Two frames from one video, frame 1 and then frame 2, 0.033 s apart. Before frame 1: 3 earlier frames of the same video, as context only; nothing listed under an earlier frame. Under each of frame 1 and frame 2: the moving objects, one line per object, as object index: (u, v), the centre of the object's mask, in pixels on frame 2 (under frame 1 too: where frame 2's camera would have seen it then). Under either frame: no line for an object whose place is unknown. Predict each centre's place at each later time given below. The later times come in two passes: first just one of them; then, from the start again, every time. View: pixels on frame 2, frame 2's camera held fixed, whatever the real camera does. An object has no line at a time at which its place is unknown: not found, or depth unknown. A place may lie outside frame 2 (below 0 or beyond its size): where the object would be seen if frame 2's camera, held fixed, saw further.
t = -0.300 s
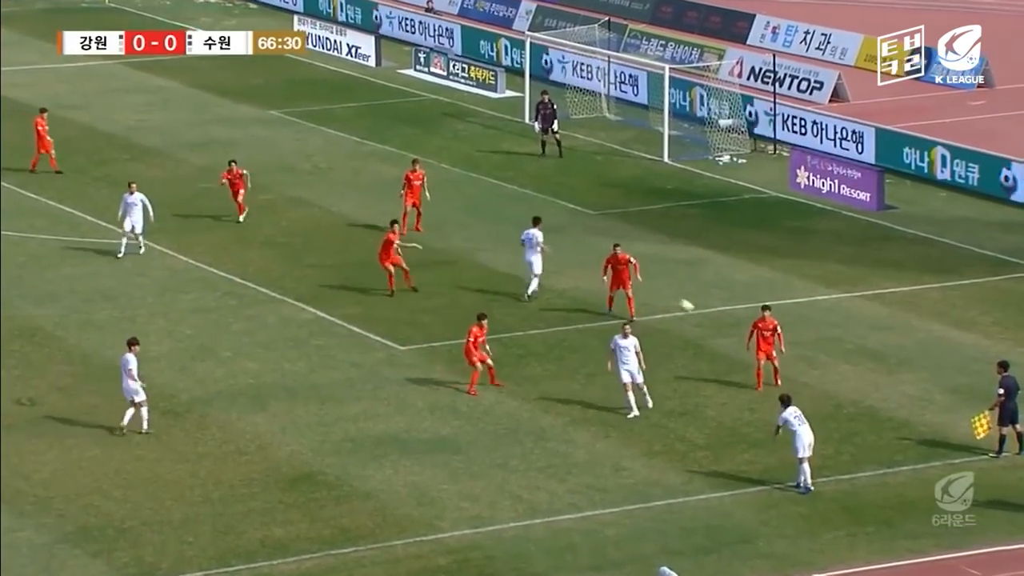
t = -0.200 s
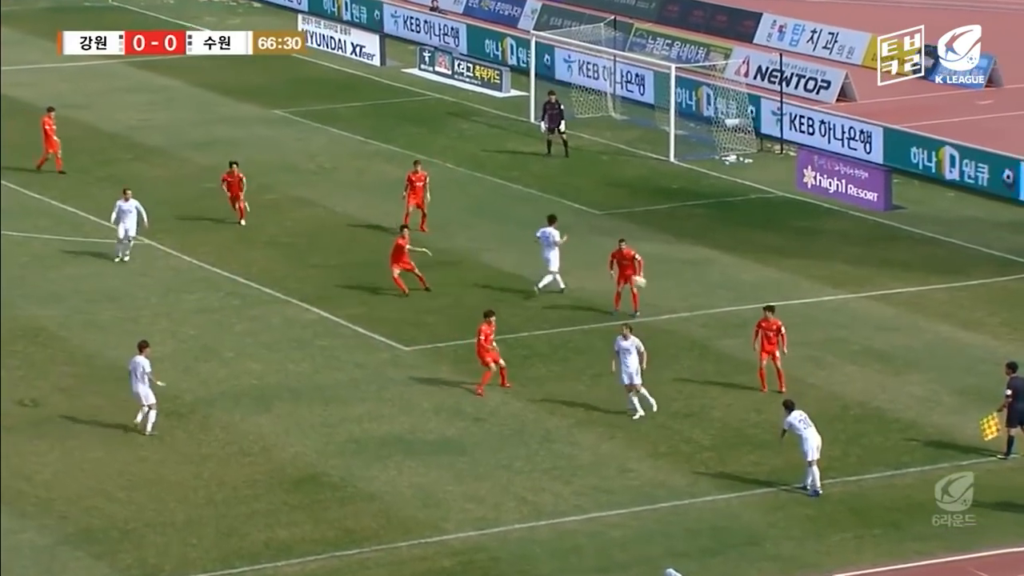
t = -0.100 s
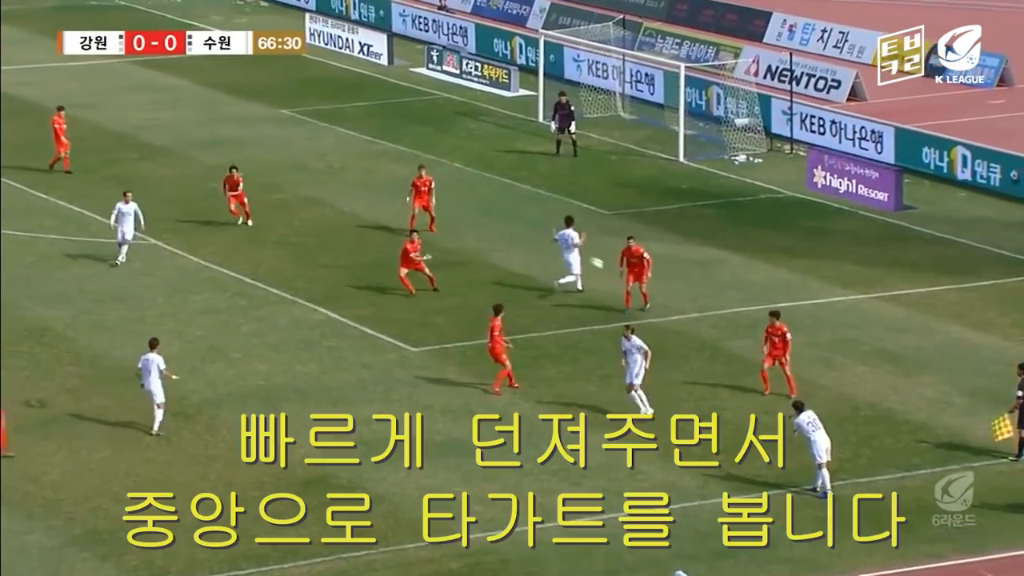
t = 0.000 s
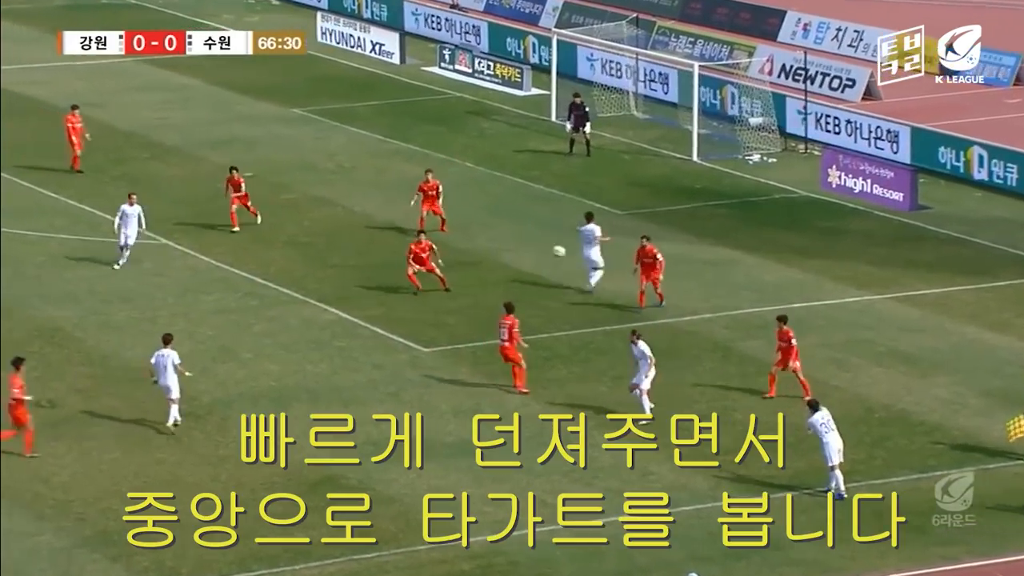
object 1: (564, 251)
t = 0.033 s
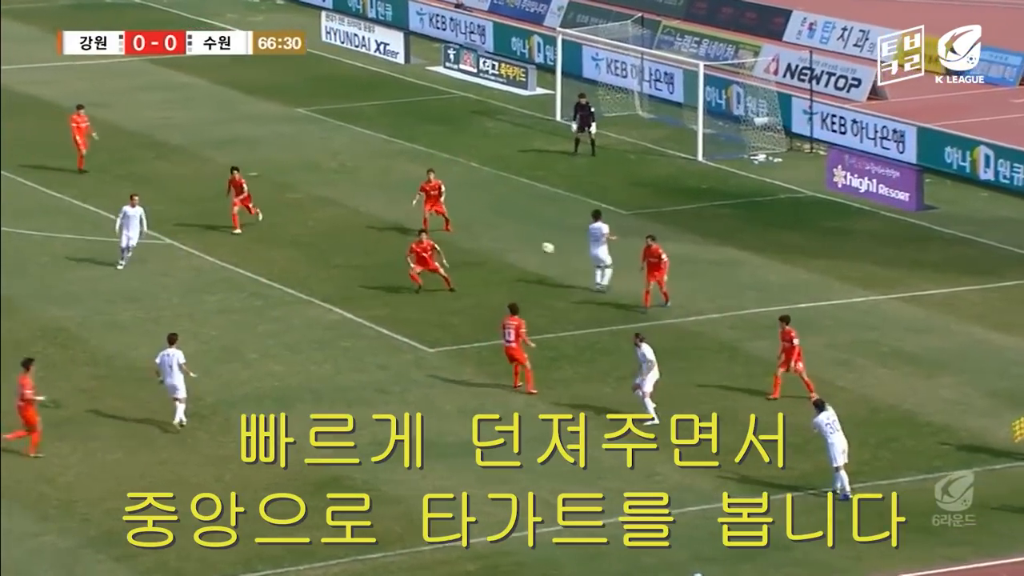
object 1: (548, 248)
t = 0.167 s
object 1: (484, 241)
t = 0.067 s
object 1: (531, 245)
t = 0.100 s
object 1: (515, 243)
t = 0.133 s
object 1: (500, 242)
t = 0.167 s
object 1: (484, 241)
